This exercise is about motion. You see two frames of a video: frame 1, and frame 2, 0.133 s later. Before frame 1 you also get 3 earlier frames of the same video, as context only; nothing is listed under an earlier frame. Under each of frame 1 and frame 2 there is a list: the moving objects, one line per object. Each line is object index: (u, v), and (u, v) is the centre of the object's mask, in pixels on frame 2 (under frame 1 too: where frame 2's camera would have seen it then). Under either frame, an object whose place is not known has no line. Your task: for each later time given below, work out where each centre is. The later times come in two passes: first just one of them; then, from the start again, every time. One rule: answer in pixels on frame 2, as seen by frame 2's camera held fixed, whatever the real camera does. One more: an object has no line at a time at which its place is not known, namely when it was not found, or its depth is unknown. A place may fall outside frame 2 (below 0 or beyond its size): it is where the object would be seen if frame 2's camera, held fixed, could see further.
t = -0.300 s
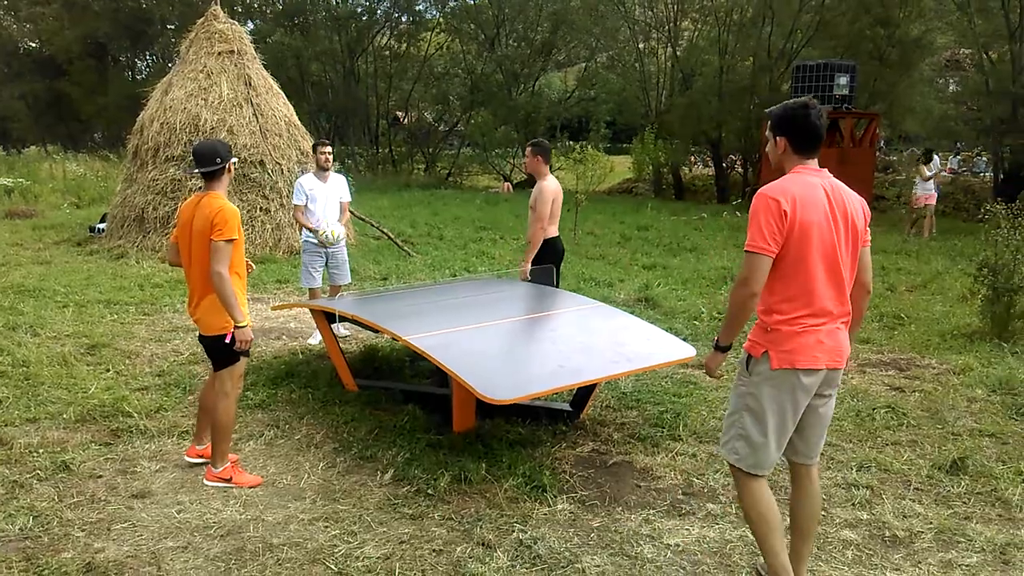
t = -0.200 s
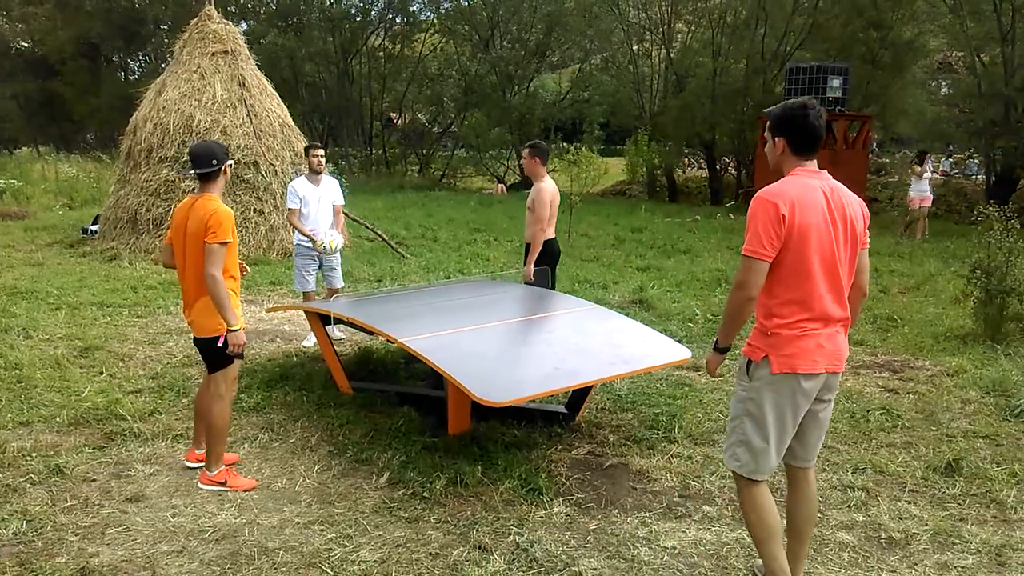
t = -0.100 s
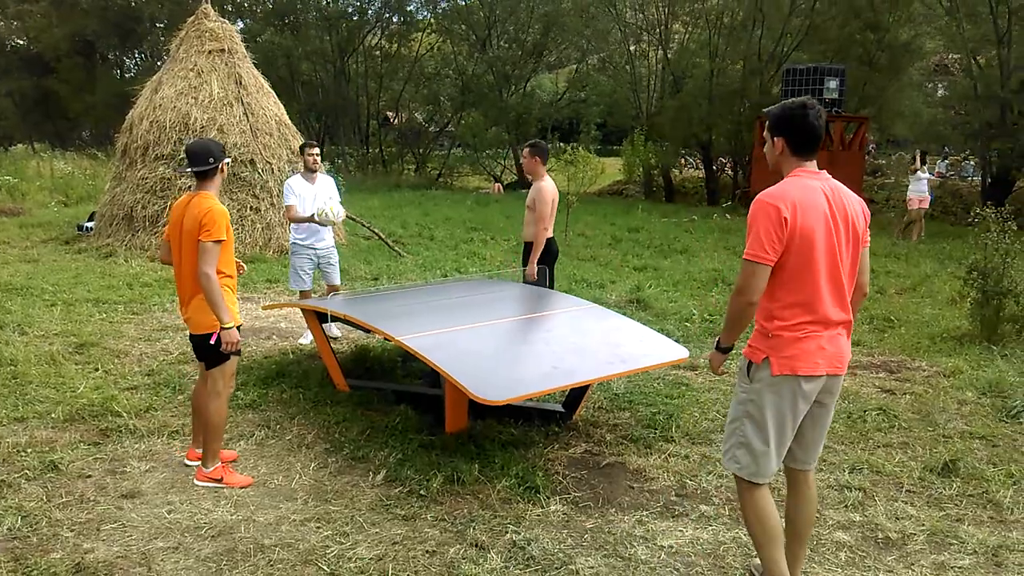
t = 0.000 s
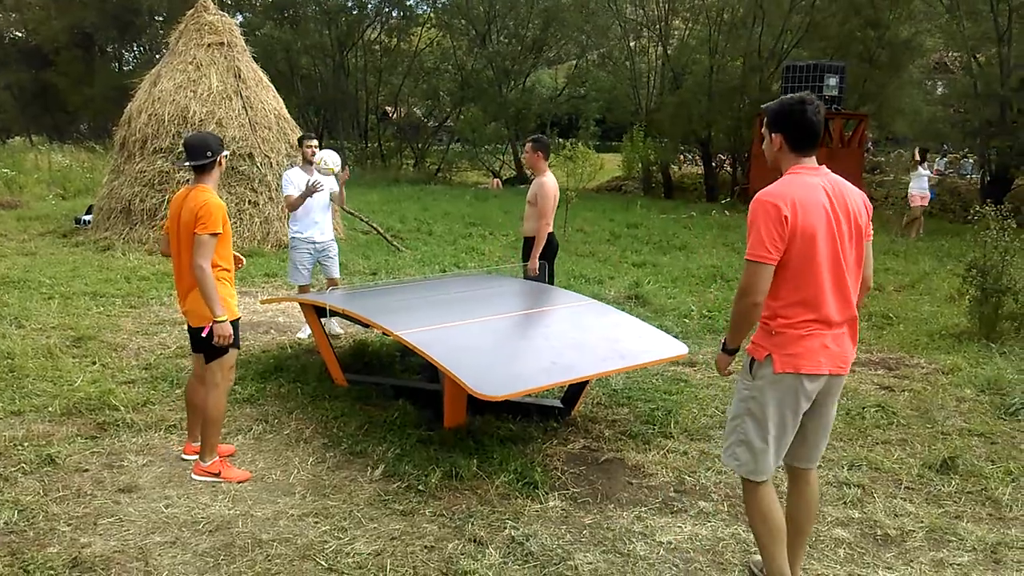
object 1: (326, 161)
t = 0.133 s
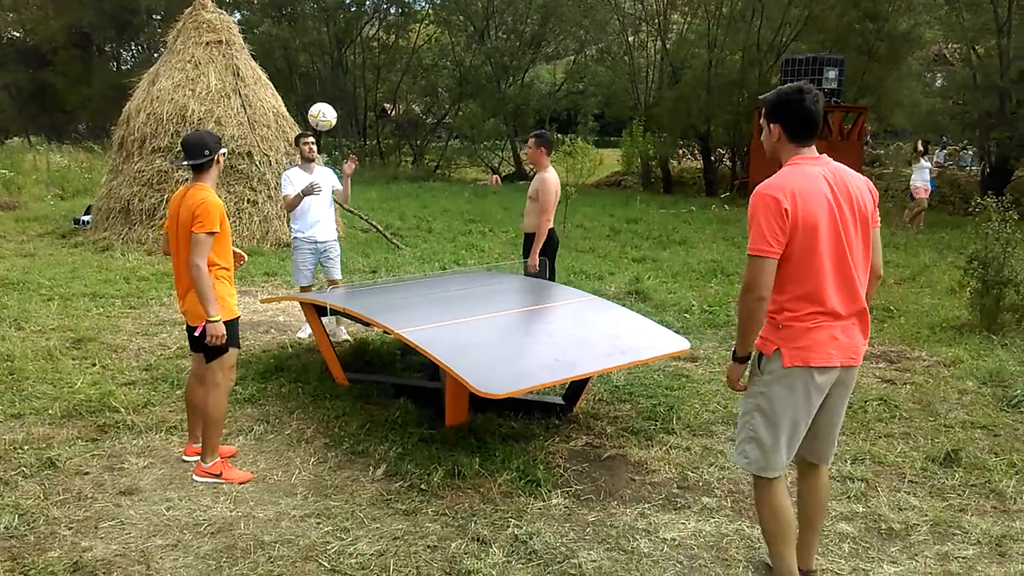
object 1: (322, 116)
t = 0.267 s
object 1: (318, 93)
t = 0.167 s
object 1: (321, 109)
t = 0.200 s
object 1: (320, 102)
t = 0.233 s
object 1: (319, 97)
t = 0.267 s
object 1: (318, 93)
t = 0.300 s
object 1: (317, 90)
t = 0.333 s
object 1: (317, 89)
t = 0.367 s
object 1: (317, 90)
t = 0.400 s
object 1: (316, 91)
